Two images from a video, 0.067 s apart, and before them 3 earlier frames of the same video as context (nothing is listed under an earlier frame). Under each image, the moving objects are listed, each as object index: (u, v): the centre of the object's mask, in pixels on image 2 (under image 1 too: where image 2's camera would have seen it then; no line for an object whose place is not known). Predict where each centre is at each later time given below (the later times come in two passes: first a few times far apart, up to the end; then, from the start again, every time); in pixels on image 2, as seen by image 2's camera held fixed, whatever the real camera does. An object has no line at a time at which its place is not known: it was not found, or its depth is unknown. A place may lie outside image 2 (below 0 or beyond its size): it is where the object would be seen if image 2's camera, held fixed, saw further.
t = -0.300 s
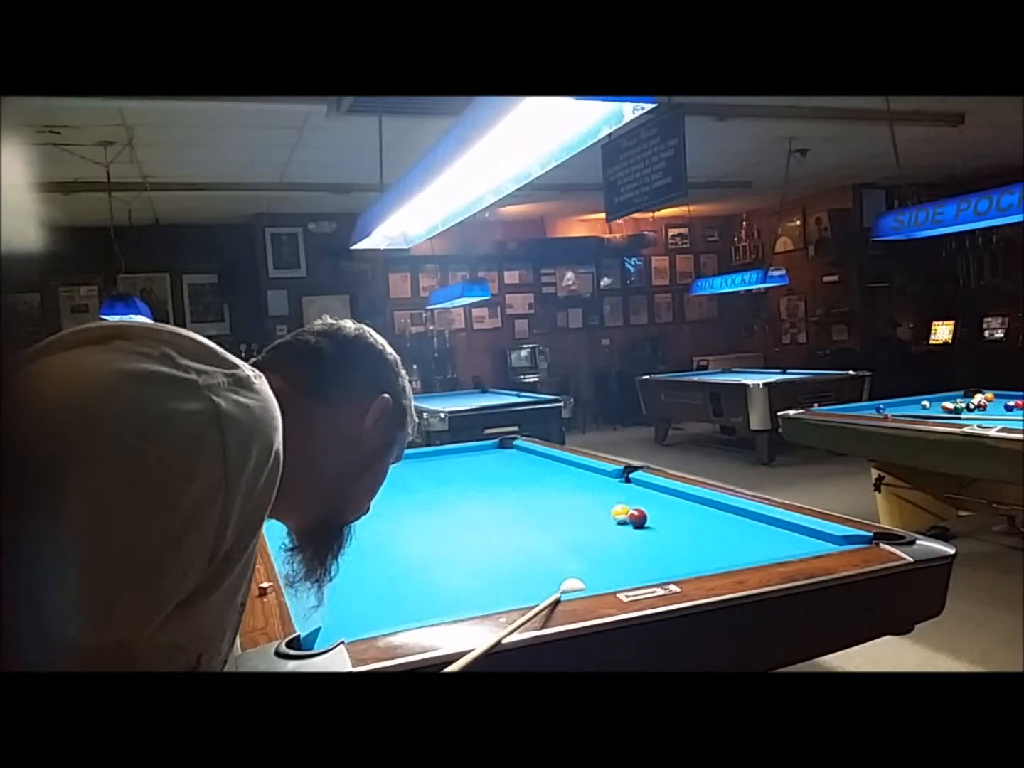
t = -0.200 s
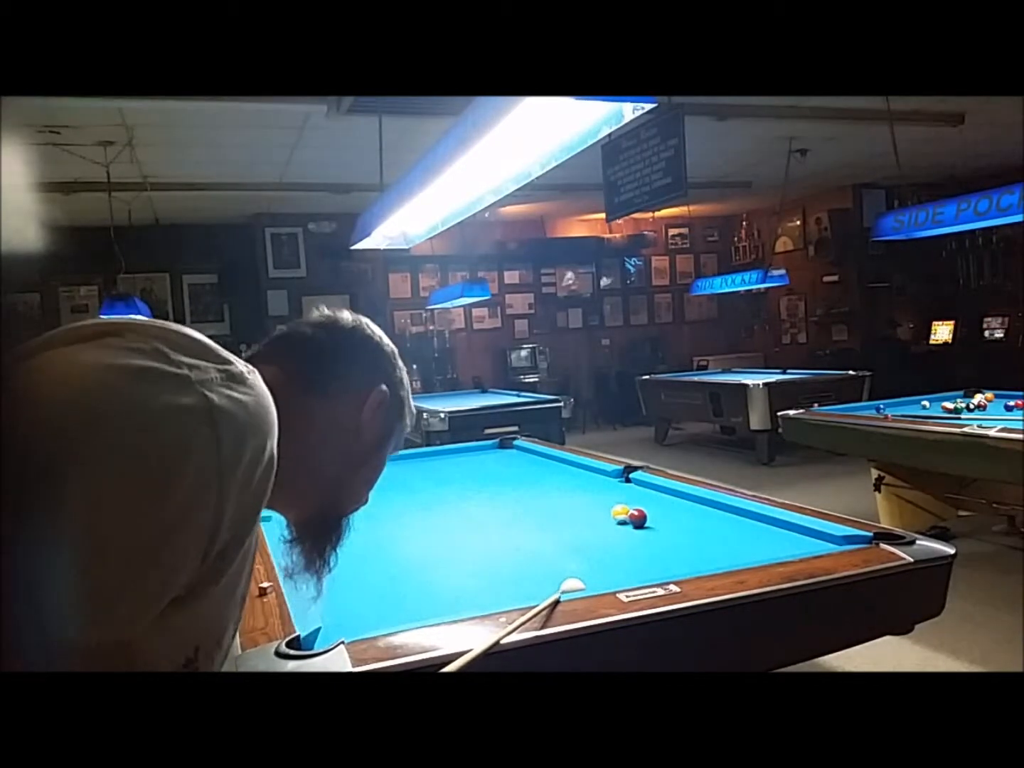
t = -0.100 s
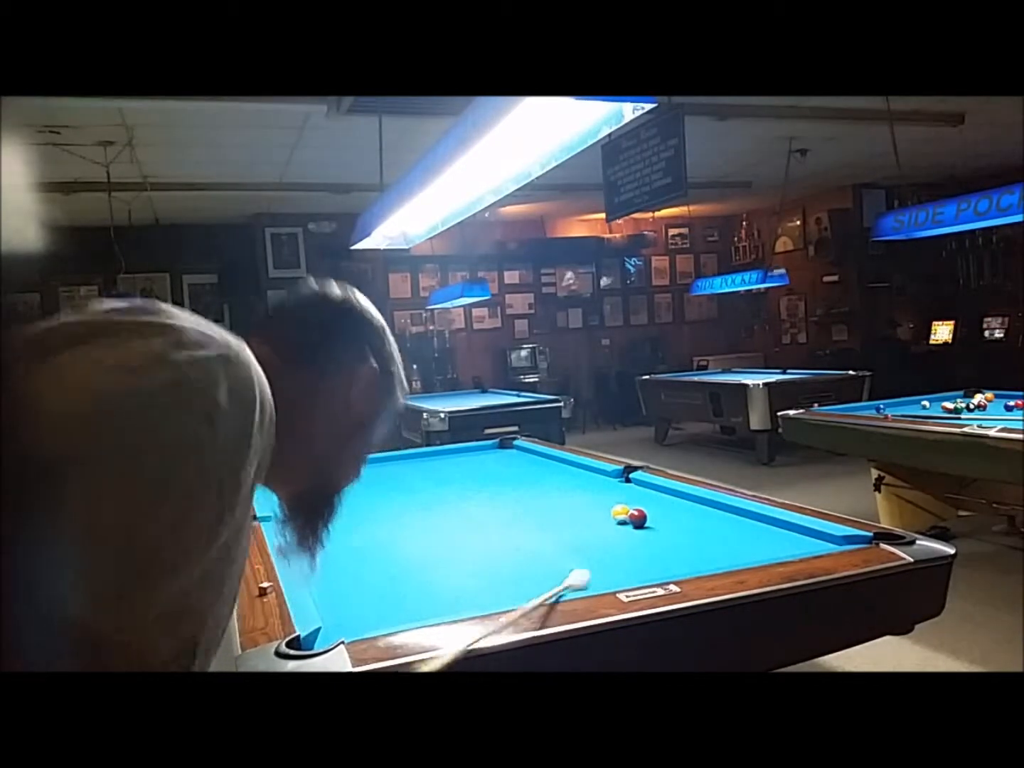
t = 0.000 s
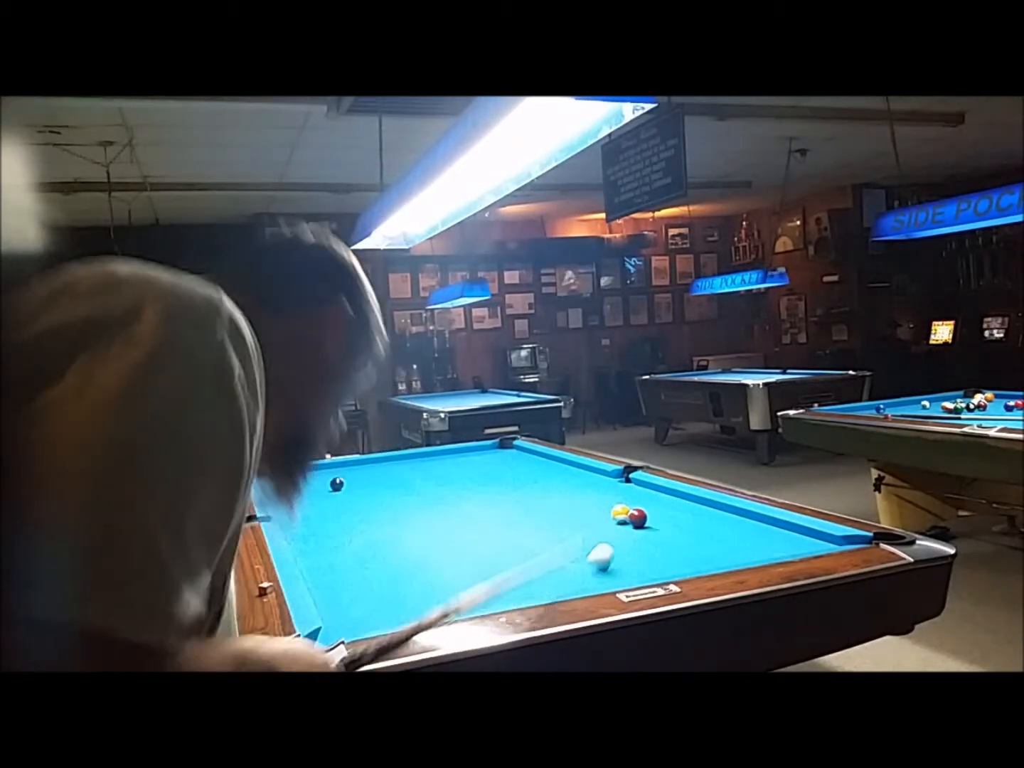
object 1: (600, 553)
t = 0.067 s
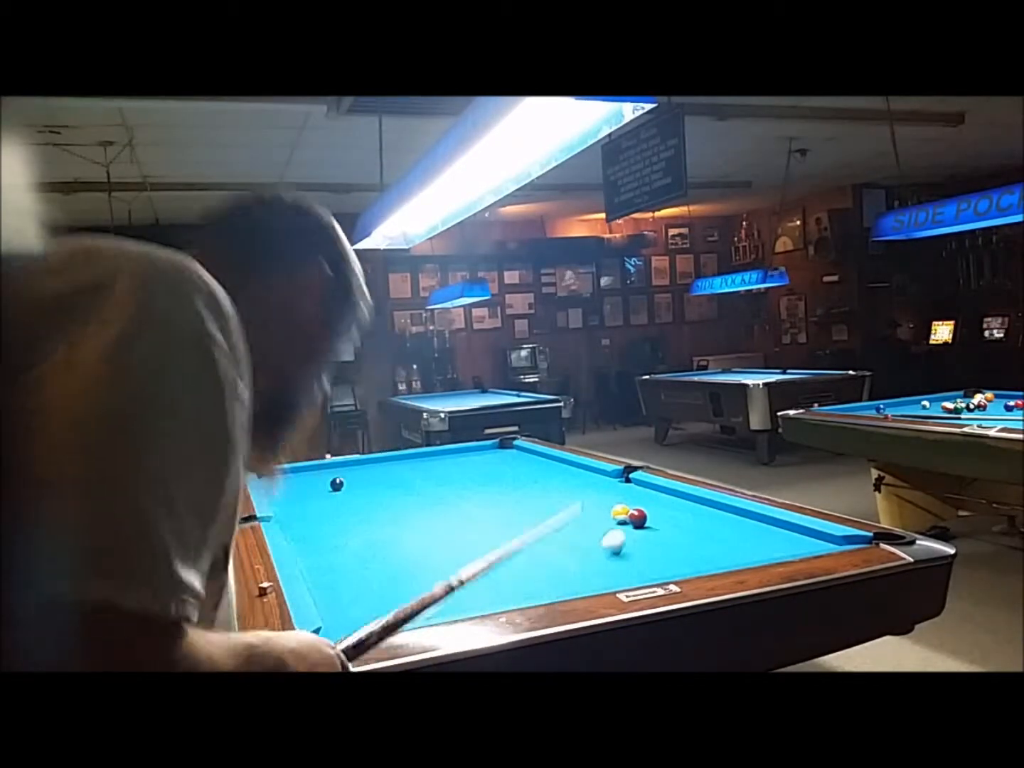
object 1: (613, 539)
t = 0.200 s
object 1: (629, 522)
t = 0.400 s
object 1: (619, 518)
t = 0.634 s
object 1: (610, 516)
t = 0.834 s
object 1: (603, 515)
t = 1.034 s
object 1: (598, 514)
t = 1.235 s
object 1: (593, 513)
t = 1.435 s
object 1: (589, 512)
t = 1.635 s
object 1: (585, 511)
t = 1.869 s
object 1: (582, 510)
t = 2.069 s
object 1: (581, 510)
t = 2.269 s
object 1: (580, 510)
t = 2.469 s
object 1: (580, 510)
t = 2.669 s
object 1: (580, 510)
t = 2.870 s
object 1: (580, 510)
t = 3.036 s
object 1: (580, 510)
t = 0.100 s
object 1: (619, 534)
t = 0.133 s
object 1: (625, 529)
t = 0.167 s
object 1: (630, 523)
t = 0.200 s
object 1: (629, 522)
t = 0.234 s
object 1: (626, 522)
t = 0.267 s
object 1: (624, 521)
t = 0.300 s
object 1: (623, 521)
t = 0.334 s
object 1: (621, 520)
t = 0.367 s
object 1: (620, 518)
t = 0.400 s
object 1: (619, 518)
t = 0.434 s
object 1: (618, 518)
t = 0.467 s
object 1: (616, 518)
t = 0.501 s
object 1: (614, 517)
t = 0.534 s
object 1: (613, 517)
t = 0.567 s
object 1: (612, 517)
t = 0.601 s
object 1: (611, 516)
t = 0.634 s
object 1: (610, 516)
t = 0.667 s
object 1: (609, 516)
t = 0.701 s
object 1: (608, 516)
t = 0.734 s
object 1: (606, 515)
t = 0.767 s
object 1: (605, 515)
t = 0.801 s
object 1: (604, 515)
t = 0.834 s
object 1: (603, 515)
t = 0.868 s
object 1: (602, 515)
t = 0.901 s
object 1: (602, 514)
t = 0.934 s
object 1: (601, 514)
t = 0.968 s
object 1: (600, 514)
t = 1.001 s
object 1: (599, 514)
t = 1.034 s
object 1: (598, 514)
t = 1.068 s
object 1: (597, 513)
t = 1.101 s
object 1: (596, 513)
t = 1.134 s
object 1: (595, 513)
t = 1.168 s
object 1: (594, 513)
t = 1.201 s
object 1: (593, 513)
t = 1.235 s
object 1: (593, 513)
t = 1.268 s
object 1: (592, 512)
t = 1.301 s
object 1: (591, 512)
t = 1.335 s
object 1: (591, 512)
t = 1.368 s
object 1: (590, 512)
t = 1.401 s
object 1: (589, 512)
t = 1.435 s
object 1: (589, 512)
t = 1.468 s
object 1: (588, 511)
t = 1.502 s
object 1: (587, 511)
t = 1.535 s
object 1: (587, 511)
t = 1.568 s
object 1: (586, 511)
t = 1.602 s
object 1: (586, 511)
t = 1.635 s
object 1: (585, 511)
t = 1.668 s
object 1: (585, 511)
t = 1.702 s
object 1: (584, 511)
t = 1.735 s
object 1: (584, 511)
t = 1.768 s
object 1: (584, 511)
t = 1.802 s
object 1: (583, 511)
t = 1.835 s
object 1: (583, 510)
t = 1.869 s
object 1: (582, 510)
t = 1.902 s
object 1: (582, 510)
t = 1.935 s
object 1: (582, 510)
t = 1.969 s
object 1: (582, 510)
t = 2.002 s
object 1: (581, 510)
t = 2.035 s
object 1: (581, 510)
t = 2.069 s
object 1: (581, 510)
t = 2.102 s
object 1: (581, 510)
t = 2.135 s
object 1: (581, 510)
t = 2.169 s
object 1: (581, 510)
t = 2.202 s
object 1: (580, 510)
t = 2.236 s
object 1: (580, 510)
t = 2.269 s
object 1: (580, 510)
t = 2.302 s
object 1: (580, 510)
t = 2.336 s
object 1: (580, 510)
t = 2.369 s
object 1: (580, 510)
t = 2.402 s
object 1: (580, 510)
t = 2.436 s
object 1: (580, 510)
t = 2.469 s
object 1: (580, 510)
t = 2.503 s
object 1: (580, 510)
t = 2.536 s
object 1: (580, 510)
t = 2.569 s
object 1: (580, 510)
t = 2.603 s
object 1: (580, 510)
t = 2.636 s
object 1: (580, 510)
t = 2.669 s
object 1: (580, 510)
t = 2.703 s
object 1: (580, 510)
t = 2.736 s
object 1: (580, 510)
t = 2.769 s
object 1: (580, 510)
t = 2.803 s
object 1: (580, 510)
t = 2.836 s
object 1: (580, 510)
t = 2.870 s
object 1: (580, 510)
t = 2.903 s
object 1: (580, 510)
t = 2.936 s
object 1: (580, 510)
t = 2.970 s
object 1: (580, 510)
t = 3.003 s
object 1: (580, 510)
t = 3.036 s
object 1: (580, 510)
